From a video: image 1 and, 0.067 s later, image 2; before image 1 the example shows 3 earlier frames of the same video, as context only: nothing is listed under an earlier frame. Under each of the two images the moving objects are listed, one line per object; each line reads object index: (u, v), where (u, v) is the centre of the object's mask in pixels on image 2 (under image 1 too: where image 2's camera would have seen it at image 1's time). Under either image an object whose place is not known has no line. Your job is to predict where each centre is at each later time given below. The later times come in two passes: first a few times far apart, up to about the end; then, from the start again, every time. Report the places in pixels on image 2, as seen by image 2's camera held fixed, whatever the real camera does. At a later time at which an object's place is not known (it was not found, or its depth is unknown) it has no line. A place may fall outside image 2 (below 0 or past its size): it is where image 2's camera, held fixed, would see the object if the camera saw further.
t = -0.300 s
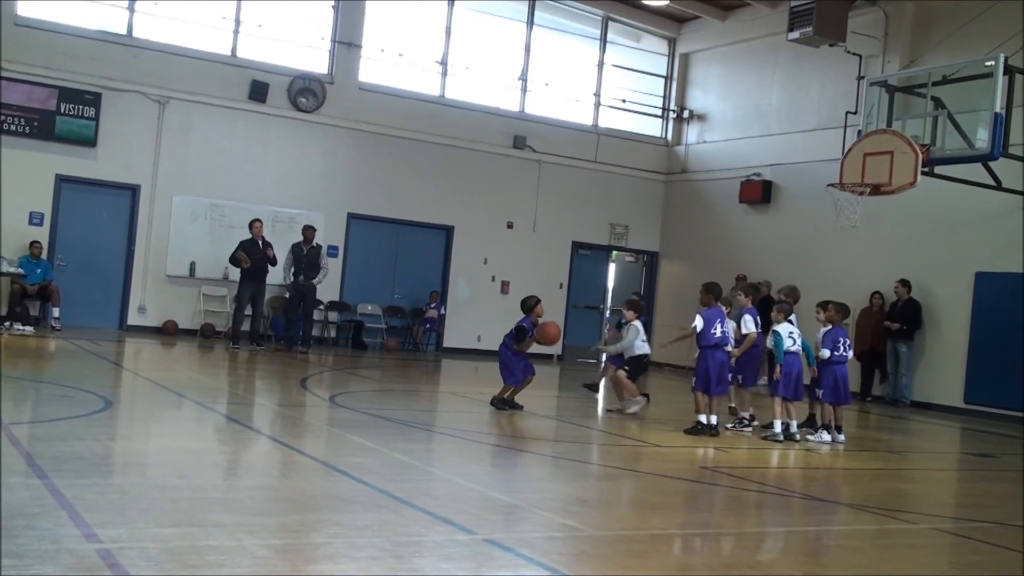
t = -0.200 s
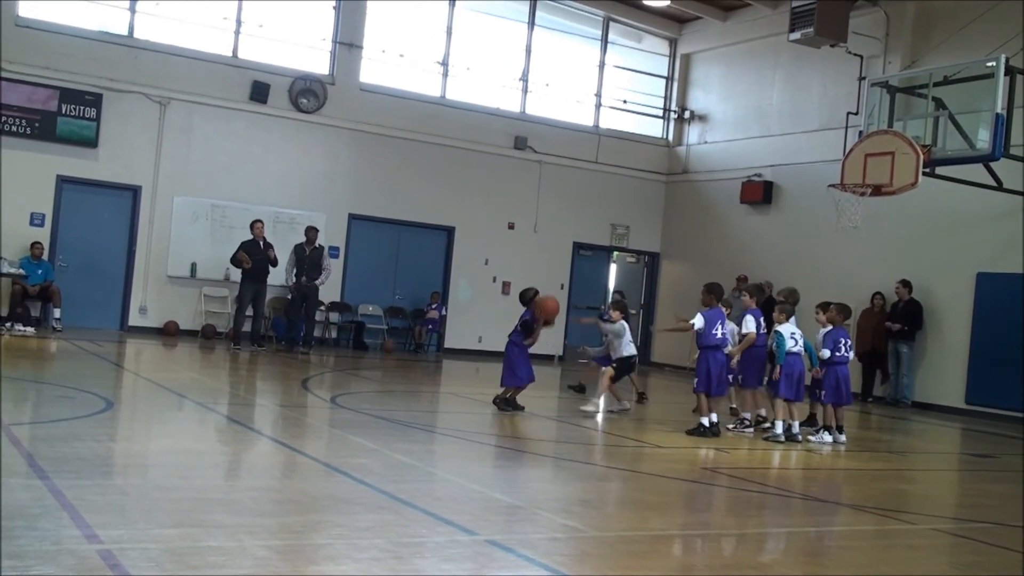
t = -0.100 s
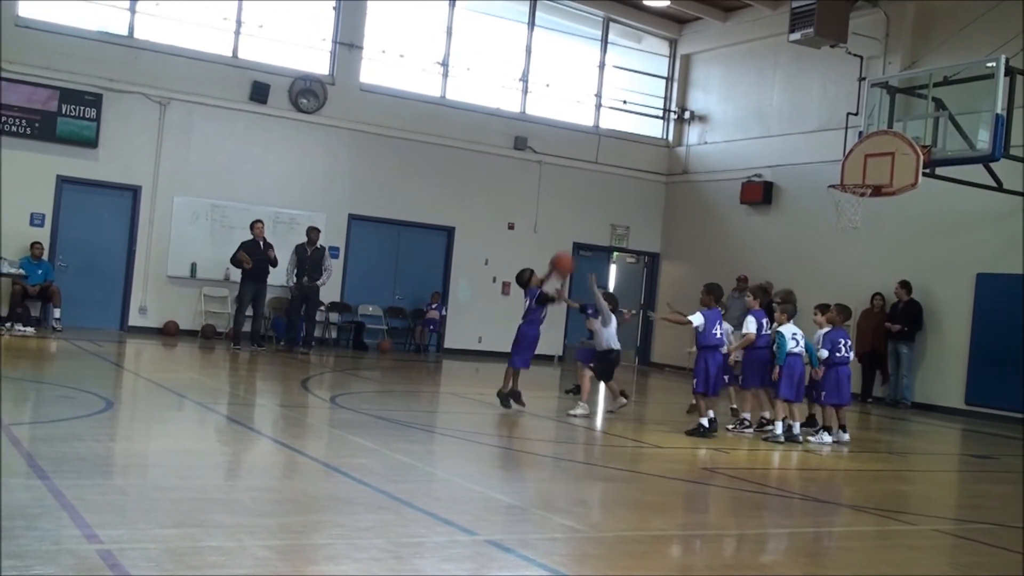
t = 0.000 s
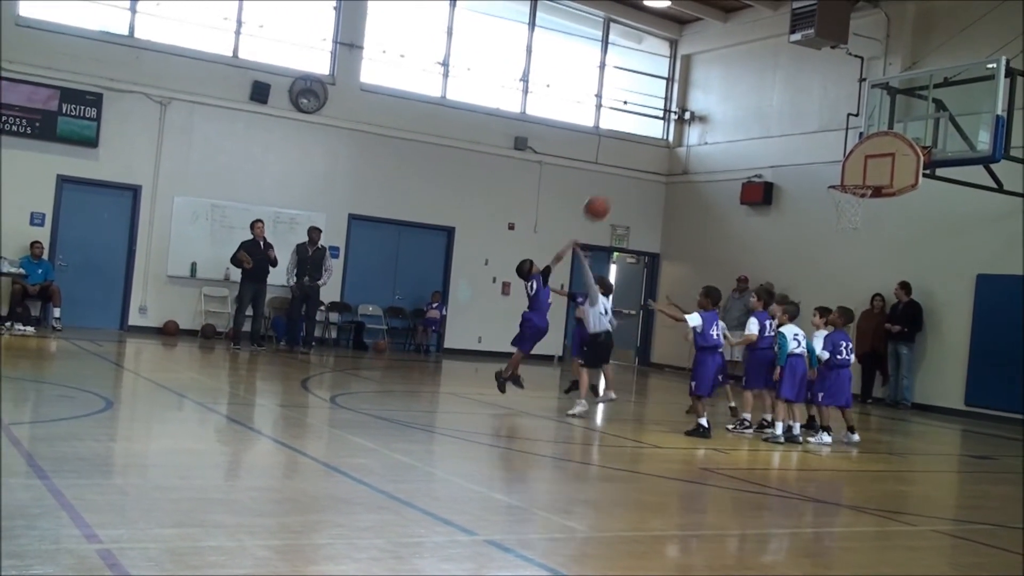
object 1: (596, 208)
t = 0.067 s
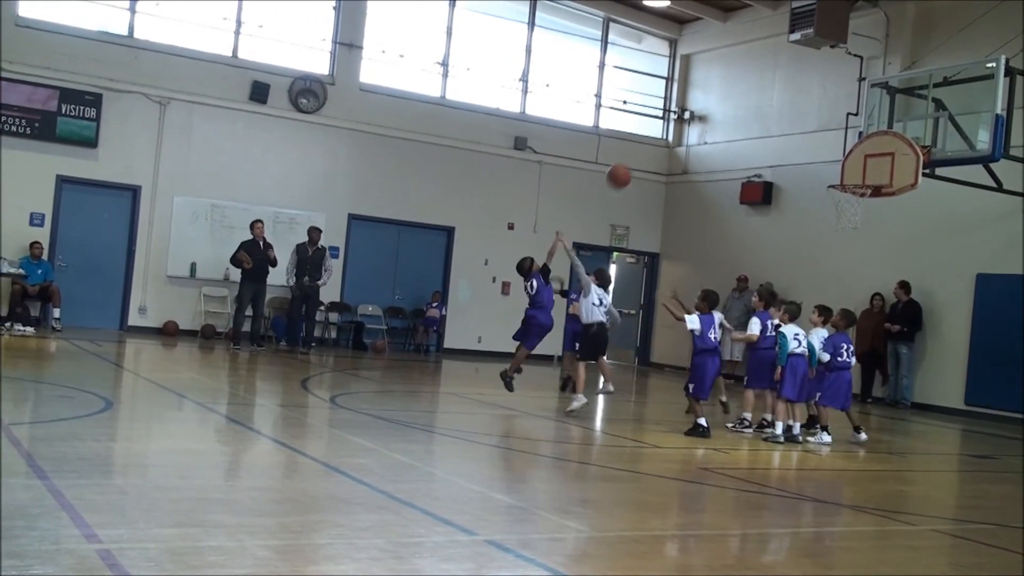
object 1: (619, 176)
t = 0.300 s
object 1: (691, 105)
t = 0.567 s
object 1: (762, 93)
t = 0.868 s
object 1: (827, 159)
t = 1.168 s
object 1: (860, 175)
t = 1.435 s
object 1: (841, 191)
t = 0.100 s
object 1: (630, 162)
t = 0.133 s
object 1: (640, 150)
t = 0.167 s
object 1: (651, 139)
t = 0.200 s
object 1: (662, 128)
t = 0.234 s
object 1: (672, 119)
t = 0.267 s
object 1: (683, 112)
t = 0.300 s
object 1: (691, 105)
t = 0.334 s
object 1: (701, 99)
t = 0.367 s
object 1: (710, 95)
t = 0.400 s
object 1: (719, 91)
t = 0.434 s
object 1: (728, 90)
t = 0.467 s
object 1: (737, 89)
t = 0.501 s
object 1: (745, 89)
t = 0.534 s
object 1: (754, 90)
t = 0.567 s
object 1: (762, 93)
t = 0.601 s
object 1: (770, 96)
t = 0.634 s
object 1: (778, 100)
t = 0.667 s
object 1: (785, 106)
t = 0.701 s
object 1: (792, 112)
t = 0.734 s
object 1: (800, 120)
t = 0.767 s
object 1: (807, 128)
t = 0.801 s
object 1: (814, 138)
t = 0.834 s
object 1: (820, 148)
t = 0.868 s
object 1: (827, 159)
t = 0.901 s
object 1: (833, 171)
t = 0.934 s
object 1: (838, 173)
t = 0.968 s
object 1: (841, 171)
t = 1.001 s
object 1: (845, 169)
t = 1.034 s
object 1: (848, 168)
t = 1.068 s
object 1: (852, 168)
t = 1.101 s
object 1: (854, 169)
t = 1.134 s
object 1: (857, 171)
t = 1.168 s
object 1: (860, 175)
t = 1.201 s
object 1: (863, 178)
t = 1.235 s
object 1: (865, 180)
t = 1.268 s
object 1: (861, 180)
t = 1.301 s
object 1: (856, 179)
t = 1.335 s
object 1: (851, 179)
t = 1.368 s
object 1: (845, 184)
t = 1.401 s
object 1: (841, 188)
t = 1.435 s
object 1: (841, 191)
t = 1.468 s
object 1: (845, 195)
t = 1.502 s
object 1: (847, 199)
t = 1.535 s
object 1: (849, 205)
